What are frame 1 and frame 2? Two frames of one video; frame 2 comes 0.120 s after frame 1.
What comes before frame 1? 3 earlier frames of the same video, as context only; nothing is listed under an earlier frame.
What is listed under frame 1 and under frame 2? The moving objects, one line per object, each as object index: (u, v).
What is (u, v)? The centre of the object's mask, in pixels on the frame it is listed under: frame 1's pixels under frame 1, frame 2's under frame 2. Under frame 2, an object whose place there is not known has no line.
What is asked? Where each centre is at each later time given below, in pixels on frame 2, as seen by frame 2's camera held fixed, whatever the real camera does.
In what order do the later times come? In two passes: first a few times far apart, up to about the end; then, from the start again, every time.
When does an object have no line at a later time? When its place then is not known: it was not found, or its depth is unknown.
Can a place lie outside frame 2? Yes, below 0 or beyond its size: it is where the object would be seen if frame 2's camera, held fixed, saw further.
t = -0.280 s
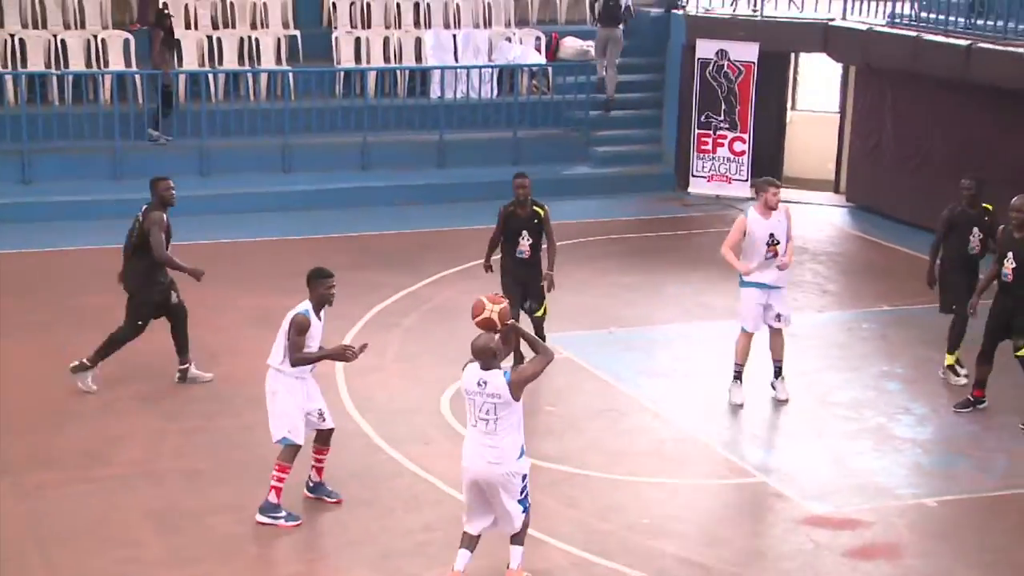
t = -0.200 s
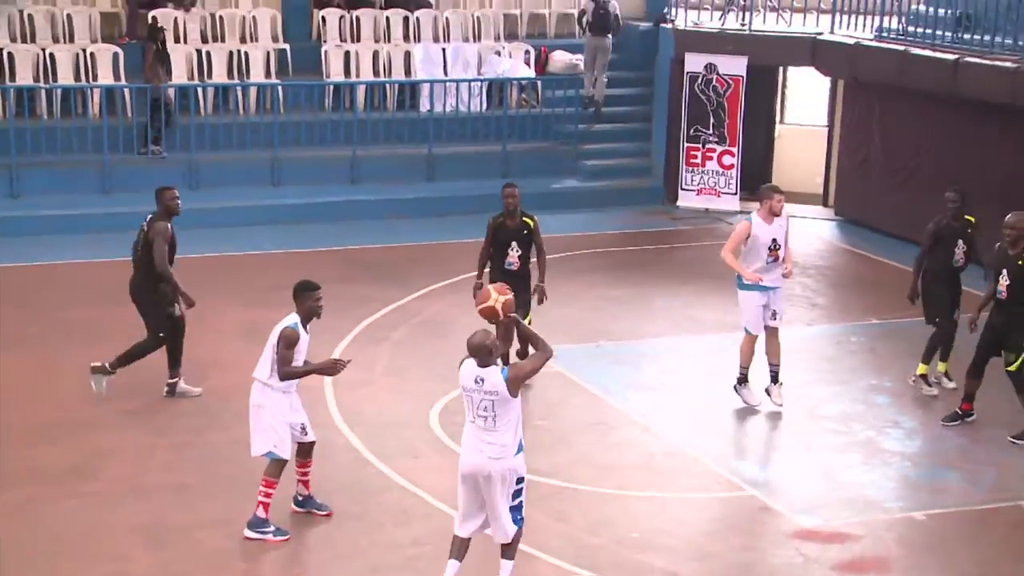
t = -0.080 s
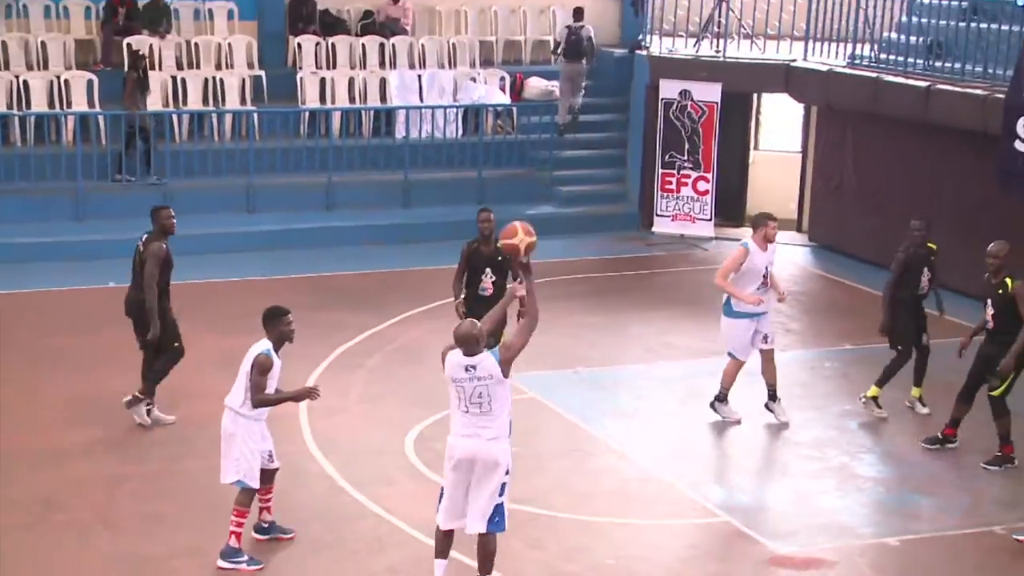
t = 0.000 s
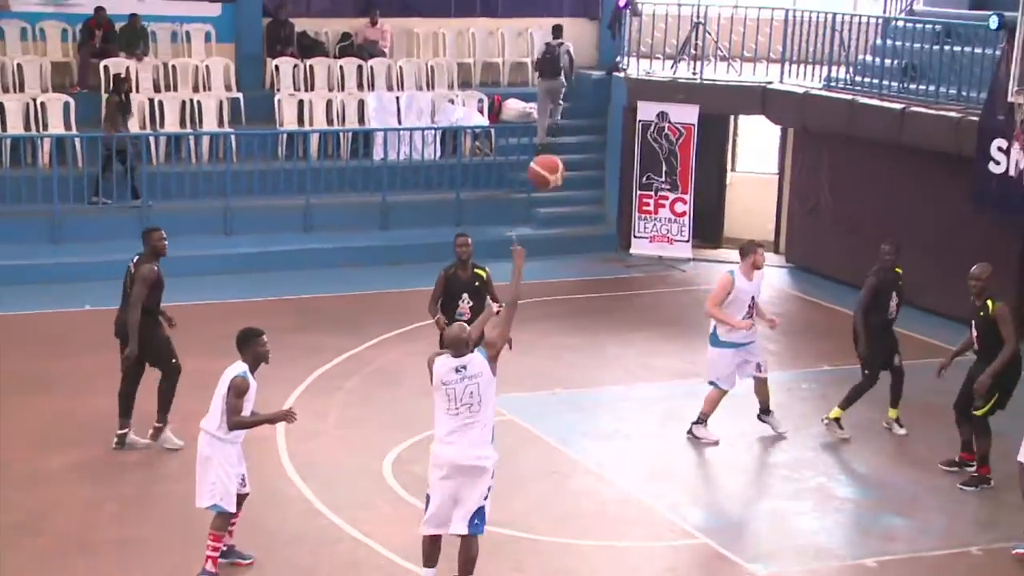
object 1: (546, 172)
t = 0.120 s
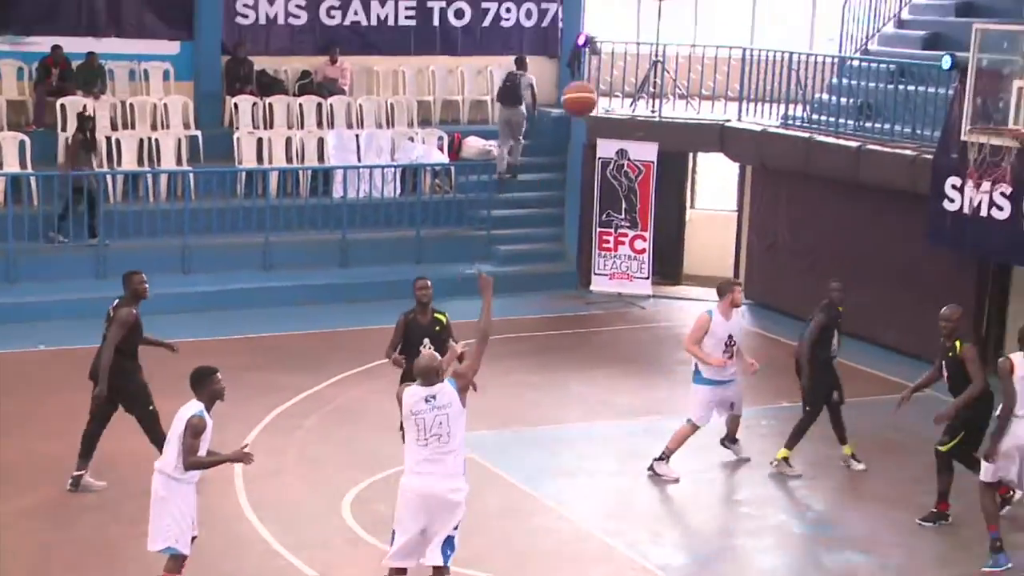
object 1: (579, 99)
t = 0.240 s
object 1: (647, 13)
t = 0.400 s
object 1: (728, -58)
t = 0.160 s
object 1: (602, 68)
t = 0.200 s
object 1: (625, 40)
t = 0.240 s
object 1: (647, 13)
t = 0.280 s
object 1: (667, -10)
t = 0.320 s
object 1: (689, -31)
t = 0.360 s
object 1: (708, -47)
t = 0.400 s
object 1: (728, -58)
